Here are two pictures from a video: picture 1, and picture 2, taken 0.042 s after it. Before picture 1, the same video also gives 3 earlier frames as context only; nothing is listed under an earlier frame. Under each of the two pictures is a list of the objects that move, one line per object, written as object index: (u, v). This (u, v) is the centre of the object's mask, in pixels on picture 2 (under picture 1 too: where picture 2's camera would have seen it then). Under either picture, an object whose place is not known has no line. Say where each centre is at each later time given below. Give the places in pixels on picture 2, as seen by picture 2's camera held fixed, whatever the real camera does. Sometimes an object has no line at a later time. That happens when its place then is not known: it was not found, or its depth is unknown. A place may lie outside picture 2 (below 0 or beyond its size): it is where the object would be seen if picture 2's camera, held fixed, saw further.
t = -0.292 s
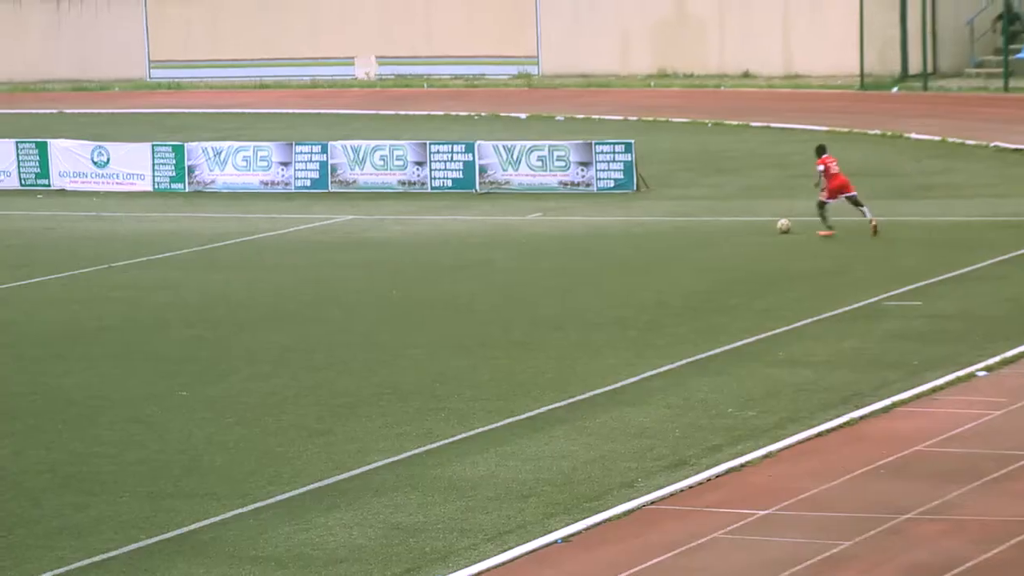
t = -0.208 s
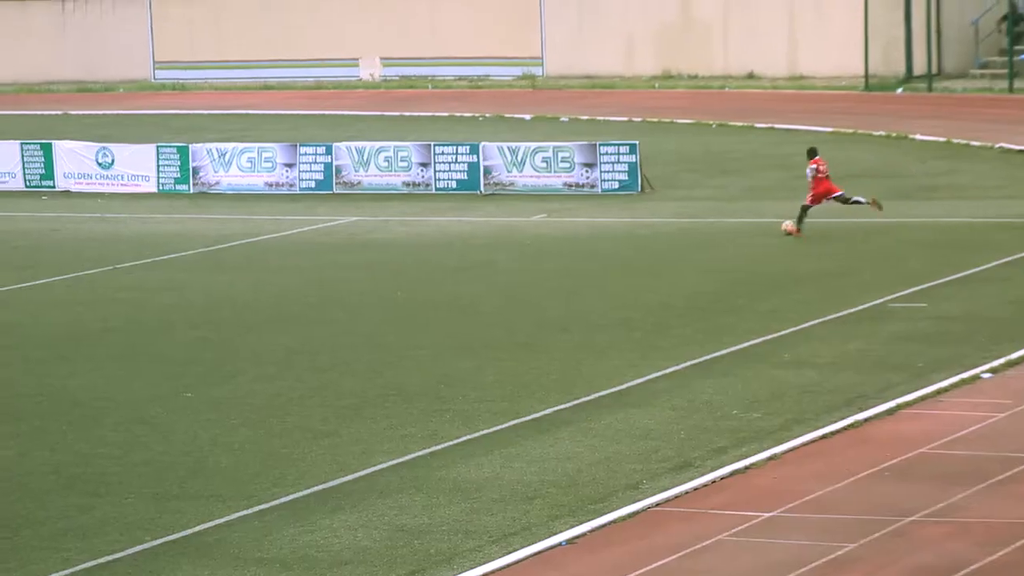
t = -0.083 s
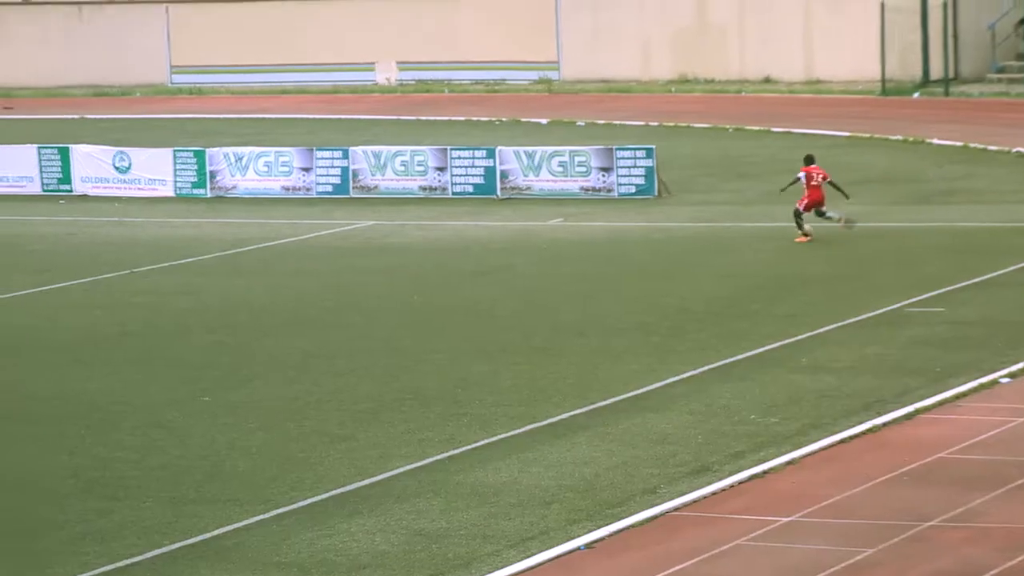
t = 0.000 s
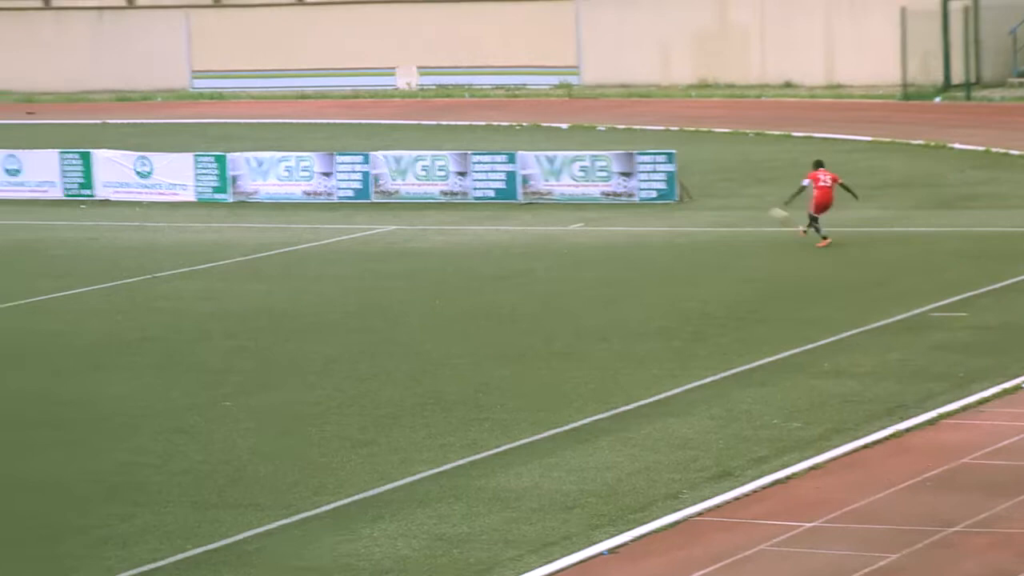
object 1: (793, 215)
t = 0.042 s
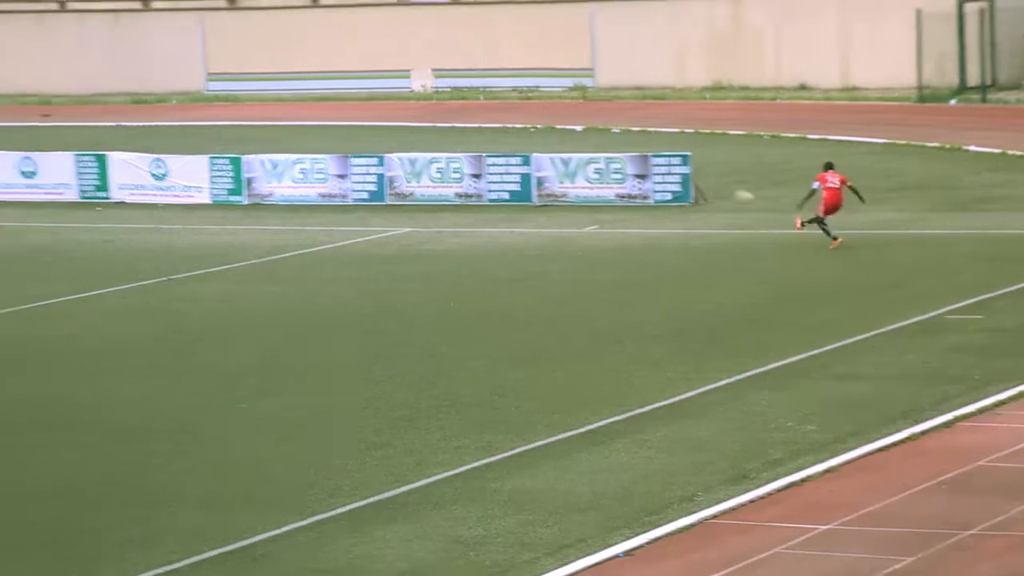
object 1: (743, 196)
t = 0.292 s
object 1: (477, 99)
